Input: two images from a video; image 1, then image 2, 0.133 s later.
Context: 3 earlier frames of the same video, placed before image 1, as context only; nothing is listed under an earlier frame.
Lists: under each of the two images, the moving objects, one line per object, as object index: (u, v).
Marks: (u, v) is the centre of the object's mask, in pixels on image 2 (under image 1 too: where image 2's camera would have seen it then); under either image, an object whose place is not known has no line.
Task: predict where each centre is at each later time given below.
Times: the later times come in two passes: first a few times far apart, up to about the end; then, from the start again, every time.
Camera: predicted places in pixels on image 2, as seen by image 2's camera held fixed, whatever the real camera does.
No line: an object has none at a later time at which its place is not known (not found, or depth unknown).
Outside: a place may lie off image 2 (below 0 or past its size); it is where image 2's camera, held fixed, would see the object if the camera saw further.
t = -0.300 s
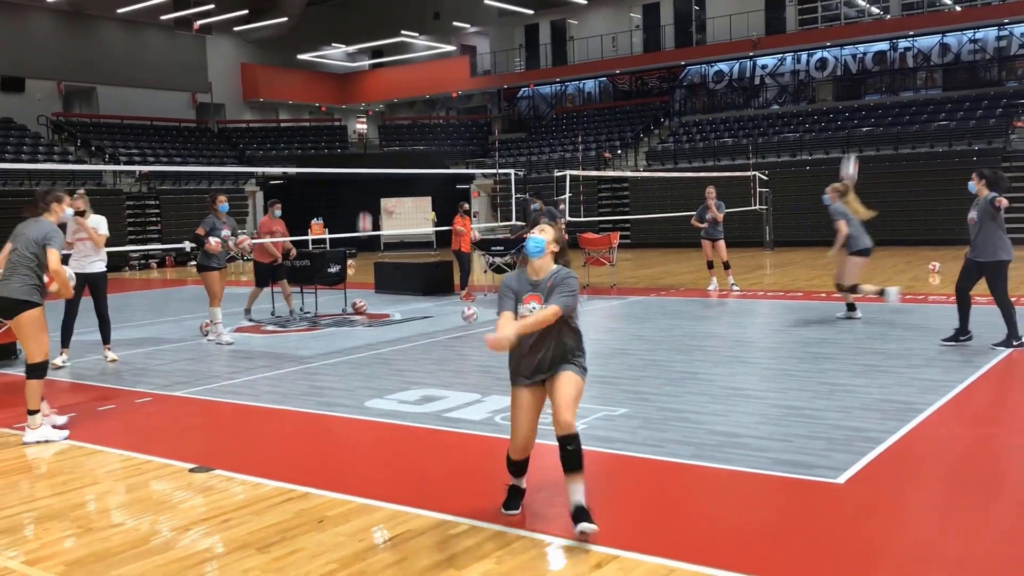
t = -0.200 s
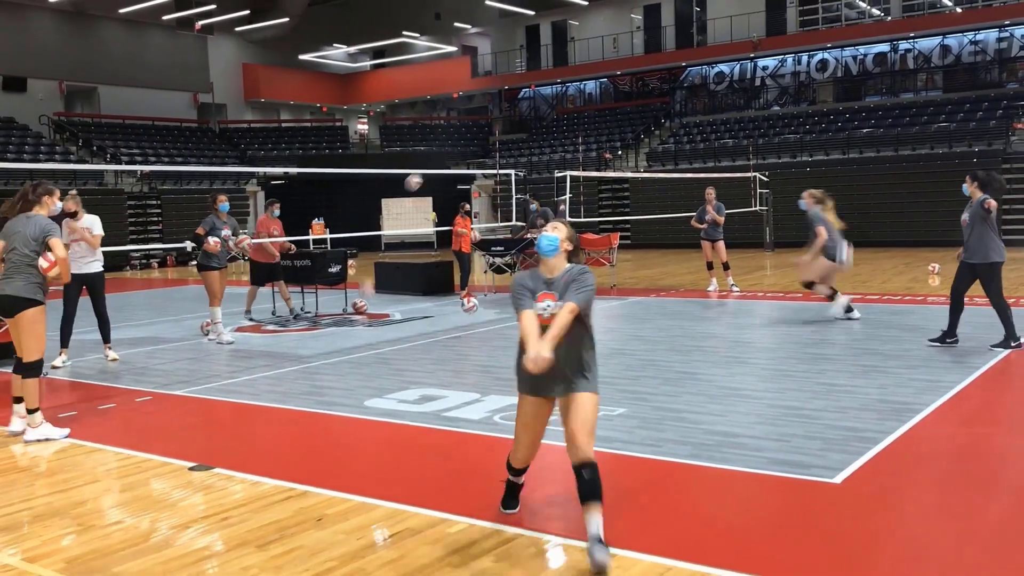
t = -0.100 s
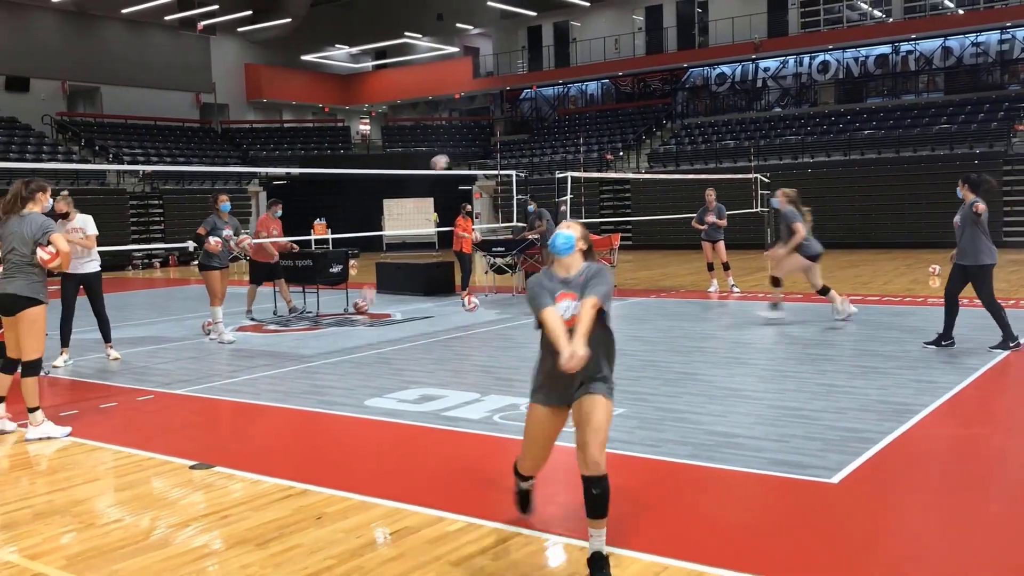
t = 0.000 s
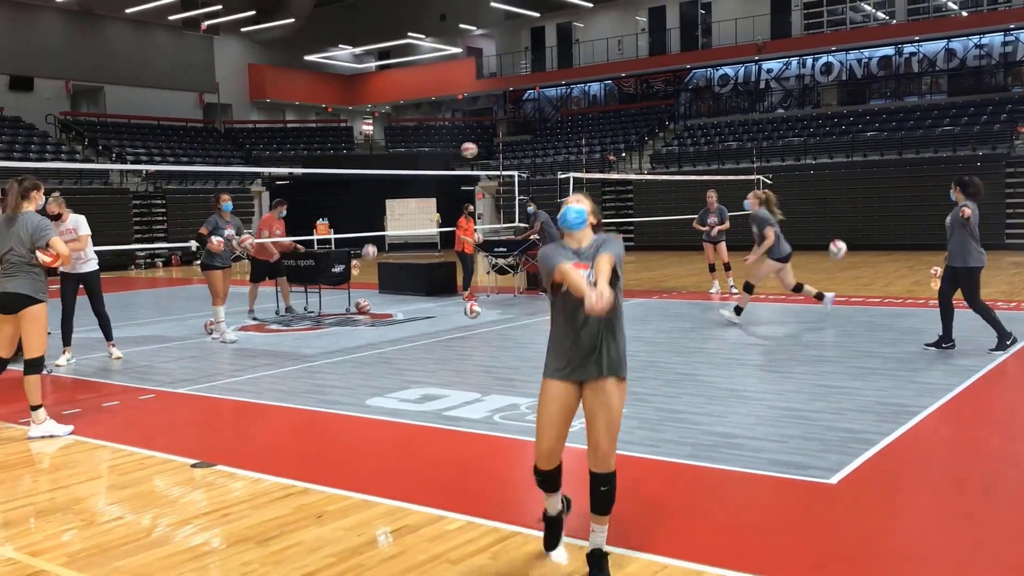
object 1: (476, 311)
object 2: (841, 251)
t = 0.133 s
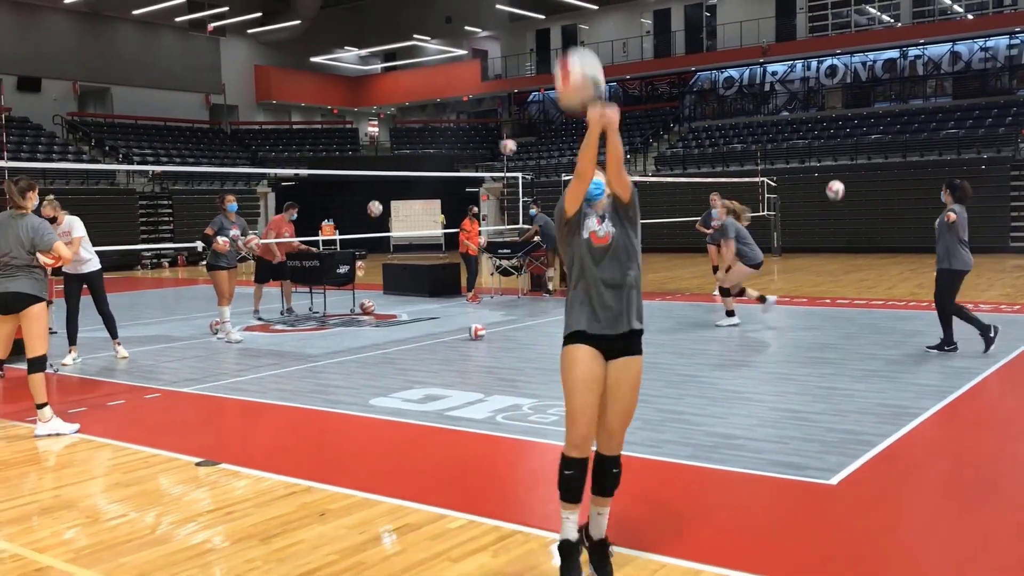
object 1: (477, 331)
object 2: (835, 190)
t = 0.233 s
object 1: (476, 320)
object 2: (830, 153)
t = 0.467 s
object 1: (475, 322)
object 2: (820, 100)
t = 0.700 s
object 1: (474, 323)
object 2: (809, 93)
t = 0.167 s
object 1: (477, 327)
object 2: (834, 177)
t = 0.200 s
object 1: (476, 323)
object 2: (831, 164)
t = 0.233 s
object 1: (476, 320)
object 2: (830, 153)
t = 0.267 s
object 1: (476, 318)
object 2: (829, 143)
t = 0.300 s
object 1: (475, 317)
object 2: (827, 134)
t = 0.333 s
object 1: (475, 316)
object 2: (826, 126)
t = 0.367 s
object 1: (475, 316)
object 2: (824, 118)
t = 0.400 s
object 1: (474, 317)
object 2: (823, 111)
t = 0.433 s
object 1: (475, 319)
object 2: (821, 105)
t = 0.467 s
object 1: (475, 322)
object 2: (820, 100)
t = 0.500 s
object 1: (475, 326)
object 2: (818, 97)
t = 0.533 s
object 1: (476, 331)
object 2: (816, 94)
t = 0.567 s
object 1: (475, 332)
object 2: (815, 92)
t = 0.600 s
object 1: (475, 329)
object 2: (814, 90)
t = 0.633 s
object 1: (475, 326)
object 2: (812, 90)
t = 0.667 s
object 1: (474, 324)
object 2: (810, 91)
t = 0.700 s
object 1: (474, 323)
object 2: (809, 93)
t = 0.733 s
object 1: (474, 323)
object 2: (809, 95)
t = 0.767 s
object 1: (474, 324)
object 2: (807, 99)
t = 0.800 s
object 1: (474, 326)
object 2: (806, 103)
